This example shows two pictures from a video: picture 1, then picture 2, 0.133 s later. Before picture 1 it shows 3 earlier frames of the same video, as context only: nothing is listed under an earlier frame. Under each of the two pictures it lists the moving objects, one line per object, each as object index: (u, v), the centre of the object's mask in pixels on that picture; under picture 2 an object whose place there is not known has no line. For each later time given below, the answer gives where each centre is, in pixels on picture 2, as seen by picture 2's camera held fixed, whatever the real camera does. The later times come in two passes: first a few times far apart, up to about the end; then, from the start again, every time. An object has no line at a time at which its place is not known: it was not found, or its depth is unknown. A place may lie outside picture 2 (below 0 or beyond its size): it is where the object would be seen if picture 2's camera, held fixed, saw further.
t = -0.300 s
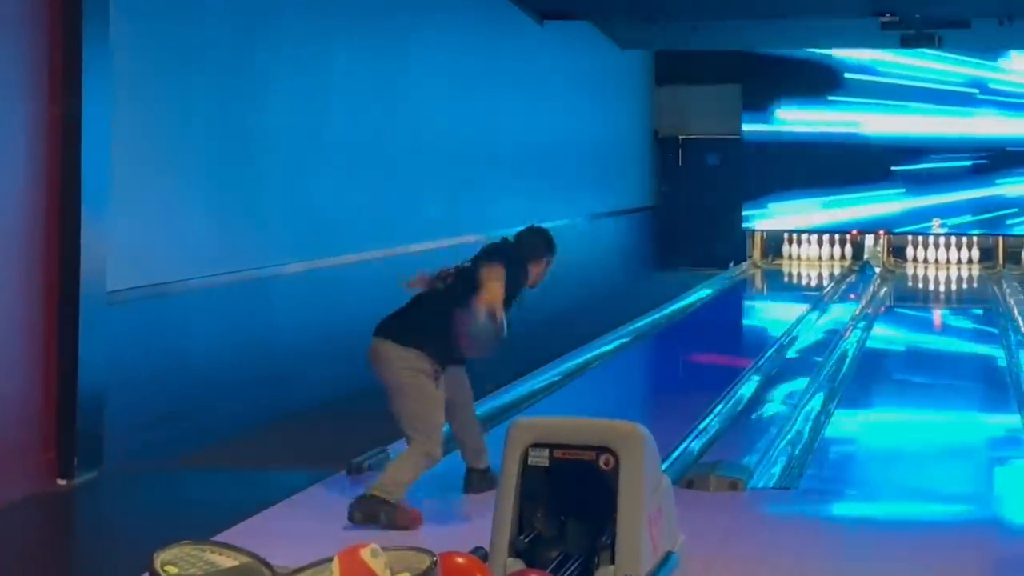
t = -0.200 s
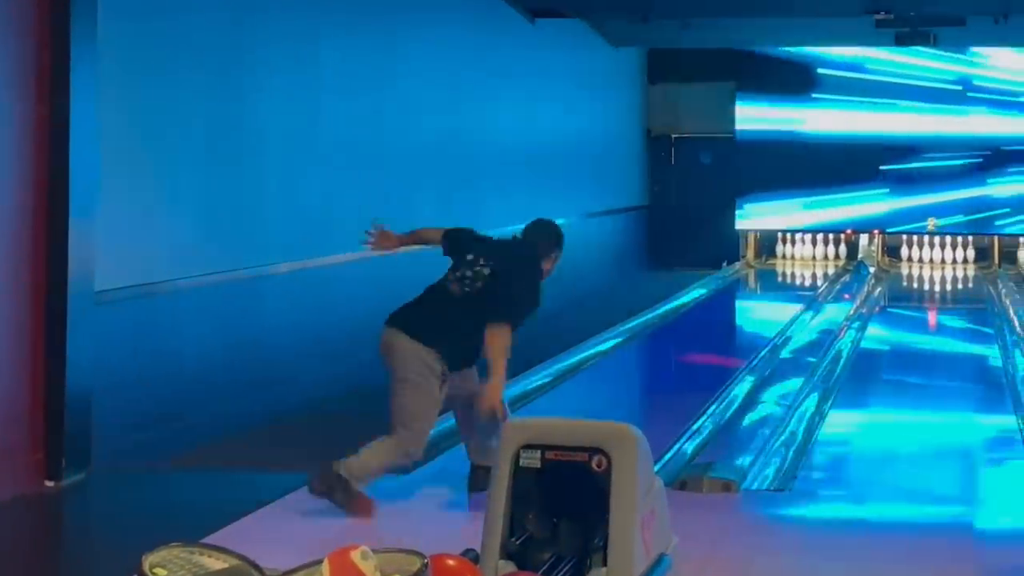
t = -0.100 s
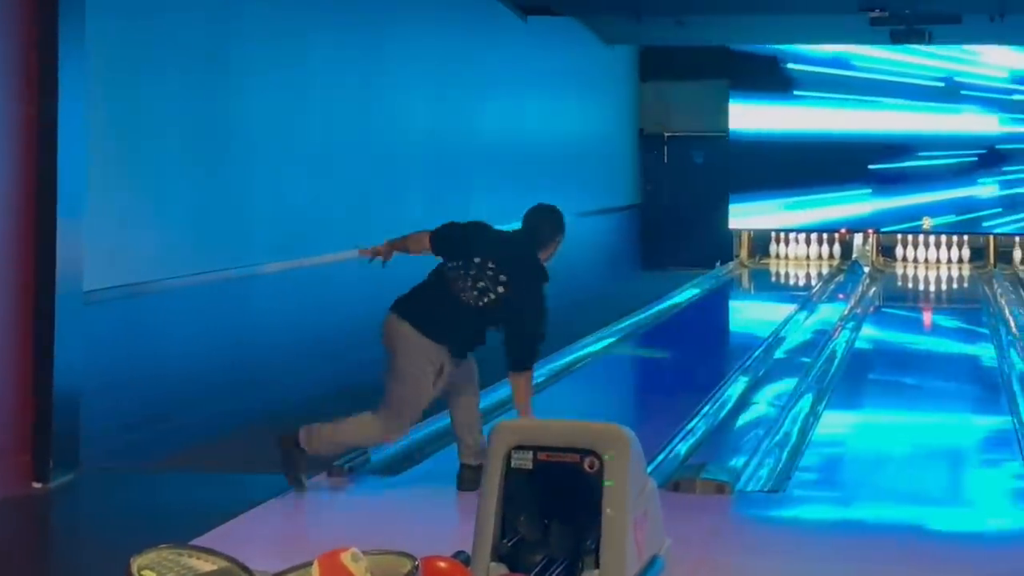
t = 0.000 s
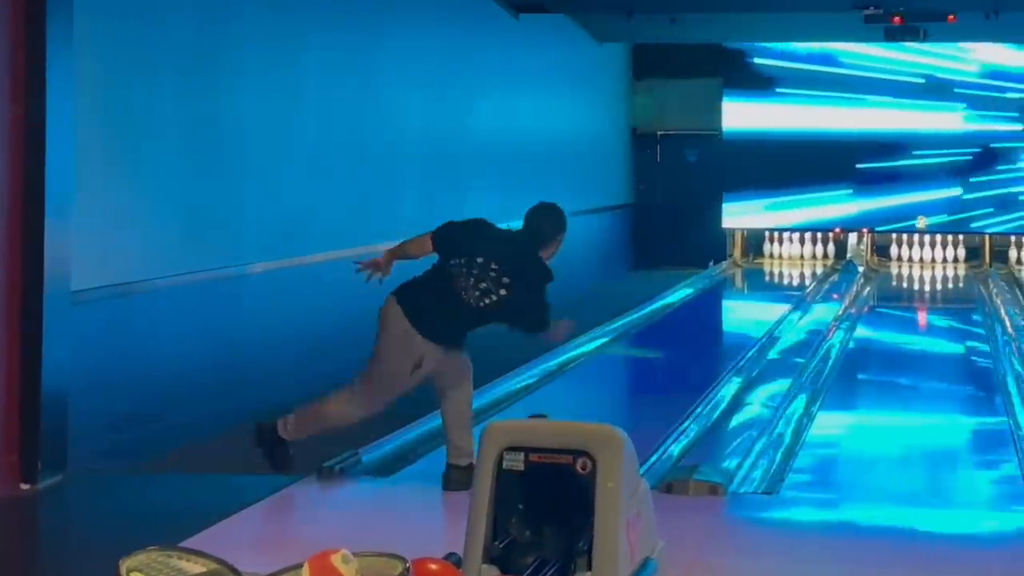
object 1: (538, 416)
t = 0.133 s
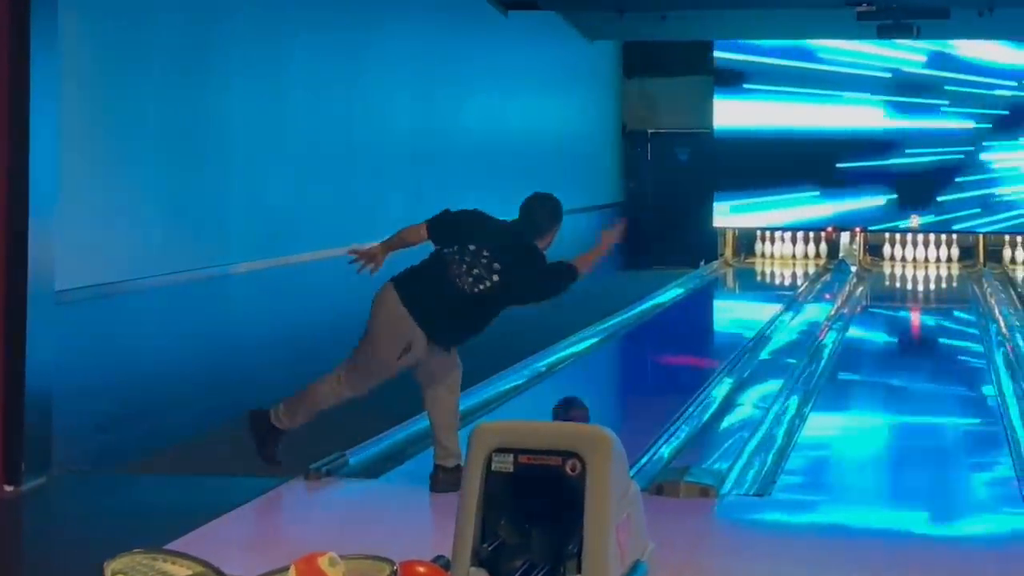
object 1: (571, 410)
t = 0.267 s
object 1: (608, 393)
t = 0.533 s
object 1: (666, 356)
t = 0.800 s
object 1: (705, 329)
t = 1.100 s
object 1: (734, 308)
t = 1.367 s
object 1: (755, 292)
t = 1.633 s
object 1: (772, 278)
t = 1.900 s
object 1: (783, 267)
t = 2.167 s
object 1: (788, 259)
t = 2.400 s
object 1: (788, 254)
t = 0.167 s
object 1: (581, 408)
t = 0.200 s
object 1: (590, 404)
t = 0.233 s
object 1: (599, 398)
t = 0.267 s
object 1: (608, 393)
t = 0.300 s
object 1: (616, 388)
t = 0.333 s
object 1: (623, 383)
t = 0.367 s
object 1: (632, 377)
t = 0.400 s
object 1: (639, 374)
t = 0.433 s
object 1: (648, 368)
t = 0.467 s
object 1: (656, 363)
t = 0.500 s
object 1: (662, 359)
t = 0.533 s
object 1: (666, 356)
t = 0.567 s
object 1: (672, 353)
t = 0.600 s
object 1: (676, 350)
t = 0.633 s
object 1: (681, 346)
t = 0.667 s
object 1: (686, 343)
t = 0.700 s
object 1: (693, 338)
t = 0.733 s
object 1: (697, 336)
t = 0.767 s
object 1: (700, 333)
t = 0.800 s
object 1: (705, 329)
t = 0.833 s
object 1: (708, 330)
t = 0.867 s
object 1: (712, 328)
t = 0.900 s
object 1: (717, 322)
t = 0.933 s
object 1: (719, 320)
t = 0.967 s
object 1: (723, 317)
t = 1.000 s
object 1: (725, 315)
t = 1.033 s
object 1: (728, 313)
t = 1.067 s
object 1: (730, 311)
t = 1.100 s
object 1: (734, 308)
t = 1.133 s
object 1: (737, 306)
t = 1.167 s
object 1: (740, 304)
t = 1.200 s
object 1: (742, 302)
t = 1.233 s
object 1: (745, 300)
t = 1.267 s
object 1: (747, 298)
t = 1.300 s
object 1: (750, 296)
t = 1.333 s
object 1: (753, 294)
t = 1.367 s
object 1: (755, 292)
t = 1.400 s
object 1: (757, 291)
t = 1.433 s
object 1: (759, 288)
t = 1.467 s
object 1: (761, 286)
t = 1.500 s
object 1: (764, 284)
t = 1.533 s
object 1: (766, 283)
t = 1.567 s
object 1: (768, 281)
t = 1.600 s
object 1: (770, 280)
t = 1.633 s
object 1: (772, 278)
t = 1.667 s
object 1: (773, 276)
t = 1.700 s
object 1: (775, 275)
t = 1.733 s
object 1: (776, 273)
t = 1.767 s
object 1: (778, 272)
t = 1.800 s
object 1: (779, 271)
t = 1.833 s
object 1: (780, 269)
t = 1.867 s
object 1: (782, 268)
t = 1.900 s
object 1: (783, 267)
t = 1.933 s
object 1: (784, 266)
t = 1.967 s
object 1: (784, 265)
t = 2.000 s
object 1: (785, 264)
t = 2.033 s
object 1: (786, 263)
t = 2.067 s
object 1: (786, 262)
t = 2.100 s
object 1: (787, 261)
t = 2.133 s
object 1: (788, 260)
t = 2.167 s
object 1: (788, 259)
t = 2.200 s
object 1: (788, 258)
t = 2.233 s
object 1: (788, 257)
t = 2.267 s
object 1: (789, 257)
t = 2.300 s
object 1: (789, 256)
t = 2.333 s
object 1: (789, 255)
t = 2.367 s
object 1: (789, 254)
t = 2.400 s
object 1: (788, 254)
